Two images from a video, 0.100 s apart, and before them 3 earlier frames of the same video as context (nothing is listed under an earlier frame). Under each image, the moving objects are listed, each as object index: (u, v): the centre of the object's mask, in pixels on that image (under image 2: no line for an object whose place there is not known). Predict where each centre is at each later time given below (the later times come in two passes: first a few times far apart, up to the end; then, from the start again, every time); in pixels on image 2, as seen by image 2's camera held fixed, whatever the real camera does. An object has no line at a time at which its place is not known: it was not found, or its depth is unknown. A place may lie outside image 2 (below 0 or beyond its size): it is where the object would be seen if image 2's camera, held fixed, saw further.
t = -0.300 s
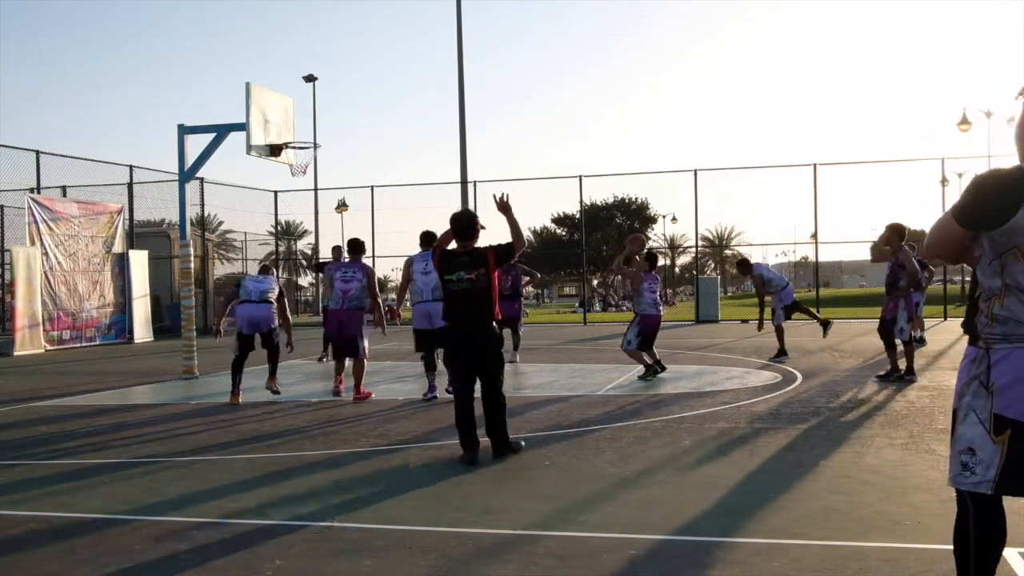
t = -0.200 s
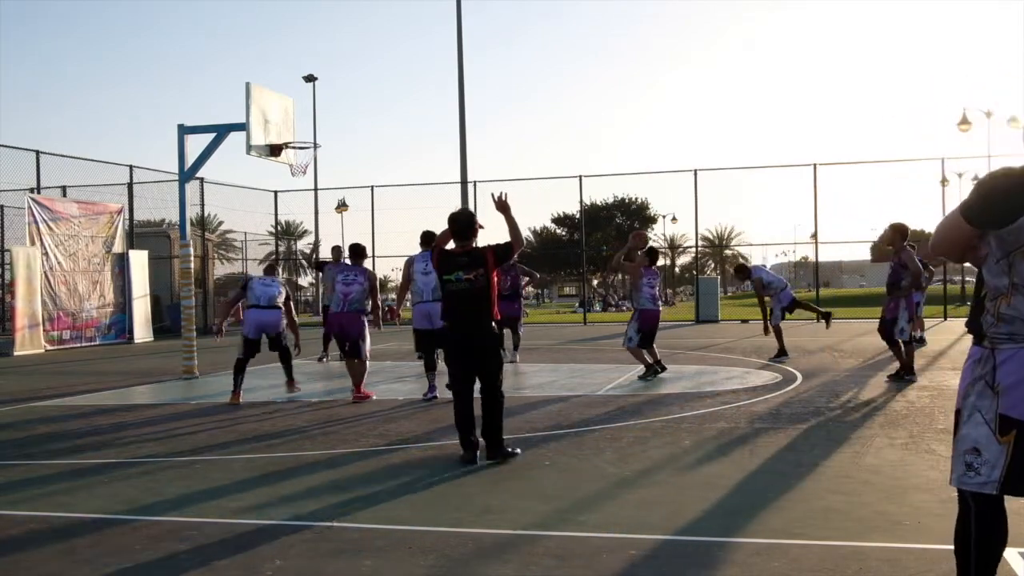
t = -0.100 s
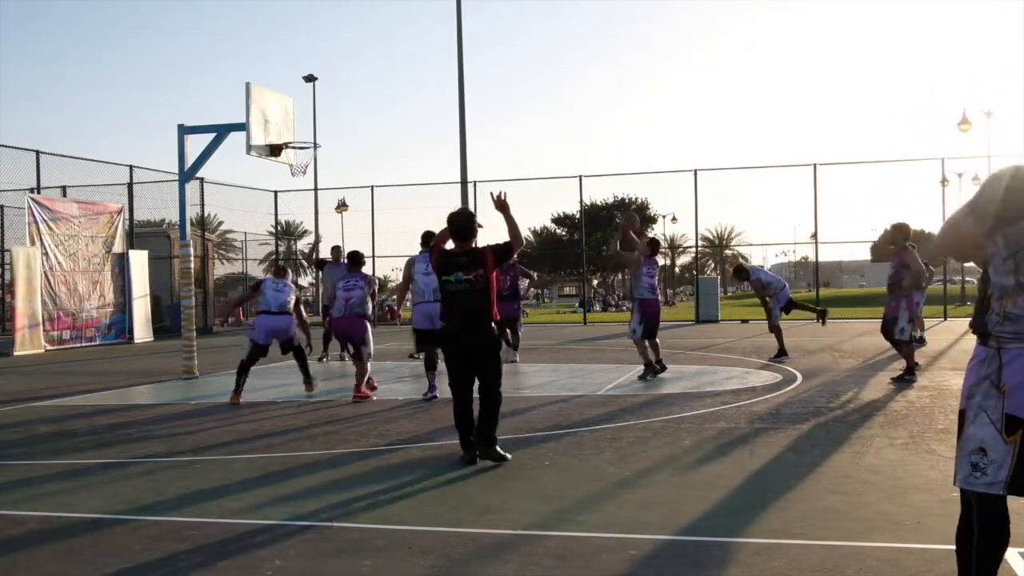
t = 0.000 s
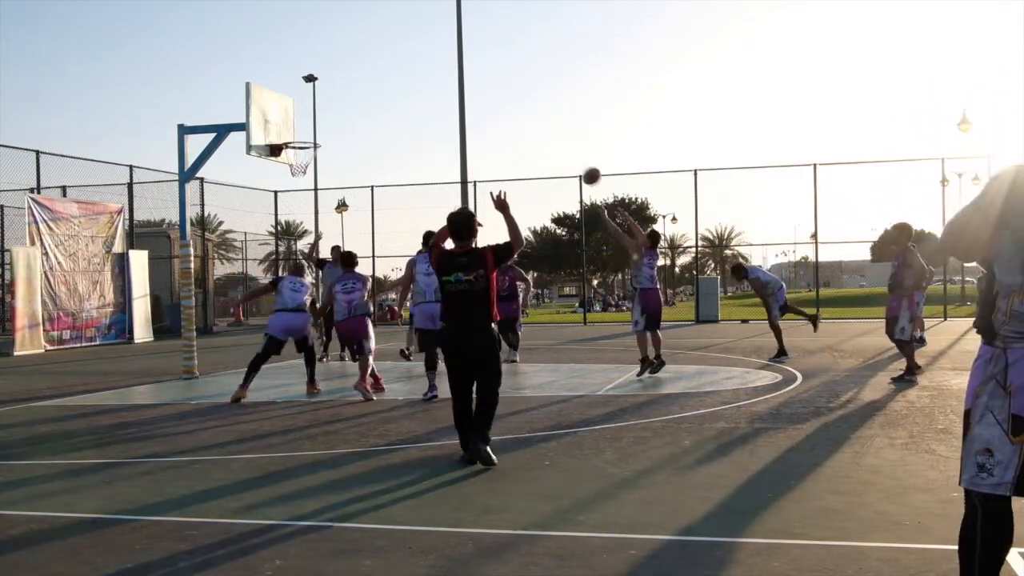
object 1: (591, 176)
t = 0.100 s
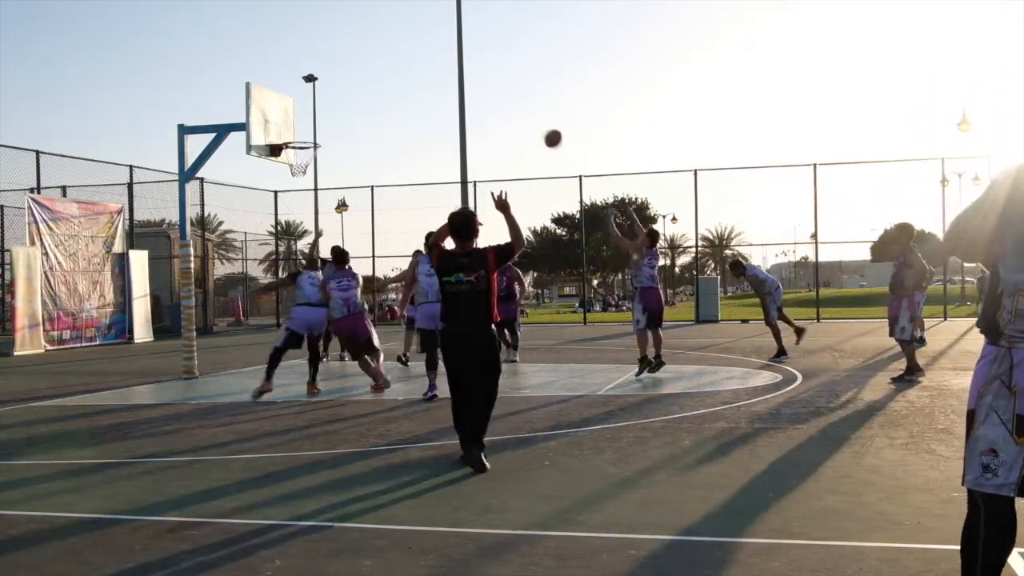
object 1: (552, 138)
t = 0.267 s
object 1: (490, 95)
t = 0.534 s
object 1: (397, 73)
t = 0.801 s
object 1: (310, 107)
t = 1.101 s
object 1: (293, 153)
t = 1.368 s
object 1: (283, 157)
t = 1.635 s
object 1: (302, 183)
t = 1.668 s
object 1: (304, 188)
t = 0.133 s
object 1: (540, 128)
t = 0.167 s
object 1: (527, 118)
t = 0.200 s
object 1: (515, 109)
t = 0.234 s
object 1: (503, 102)
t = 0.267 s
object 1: (490, 95)
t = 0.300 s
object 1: (478, 89)
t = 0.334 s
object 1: (467, 84)
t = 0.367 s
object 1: (454, 81)
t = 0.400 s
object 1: (443, 77)
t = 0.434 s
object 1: (431, 75)
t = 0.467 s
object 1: (420, 74)
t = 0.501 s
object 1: (408, 73)
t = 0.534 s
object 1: (397, 73)
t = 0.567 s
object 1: (386, 75)
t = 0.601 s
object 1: (375, 77)
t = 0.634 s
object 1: (364, 80)
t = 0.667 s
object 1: (353, 84)
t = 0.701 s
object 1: (342, 88)
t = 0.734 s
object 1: (331, 94)
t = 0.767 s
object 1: (321, 100)
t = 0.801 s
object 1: (310, 107)
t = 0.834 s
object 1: (300, 115)
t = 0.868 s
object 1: (290, 123)
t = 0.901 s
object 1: (284, 131)
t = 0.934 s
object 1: (293, 136)
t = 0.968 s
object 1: (301, 141)
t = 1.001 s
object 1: (310, 146)
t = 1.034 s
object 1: (307, 148)
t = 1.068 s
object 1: (300, 150)
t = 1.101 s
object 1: (293, 153)
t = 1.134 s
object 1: (288, 156)
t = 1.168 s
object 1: (284, 156)
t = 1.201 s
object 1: (281, 154)
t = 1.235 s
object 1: (281, 154)
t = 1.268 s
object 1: (282, 155)
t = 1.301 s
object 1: (282, 155)
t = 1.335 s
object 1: (282, 156)
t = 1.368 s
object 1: (283, 157)
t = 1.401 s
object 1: (285, 160)
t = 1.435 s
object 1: (286, 163)
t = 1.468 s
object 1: (288, 166)
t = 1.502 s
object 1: (290, 169)
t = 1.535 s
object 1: (293, 171)
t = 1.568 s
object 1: (296, 174)
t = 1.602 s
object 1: (299, 178)
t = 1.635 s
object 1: (302, 183)
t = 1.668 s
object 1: (304, 188)
